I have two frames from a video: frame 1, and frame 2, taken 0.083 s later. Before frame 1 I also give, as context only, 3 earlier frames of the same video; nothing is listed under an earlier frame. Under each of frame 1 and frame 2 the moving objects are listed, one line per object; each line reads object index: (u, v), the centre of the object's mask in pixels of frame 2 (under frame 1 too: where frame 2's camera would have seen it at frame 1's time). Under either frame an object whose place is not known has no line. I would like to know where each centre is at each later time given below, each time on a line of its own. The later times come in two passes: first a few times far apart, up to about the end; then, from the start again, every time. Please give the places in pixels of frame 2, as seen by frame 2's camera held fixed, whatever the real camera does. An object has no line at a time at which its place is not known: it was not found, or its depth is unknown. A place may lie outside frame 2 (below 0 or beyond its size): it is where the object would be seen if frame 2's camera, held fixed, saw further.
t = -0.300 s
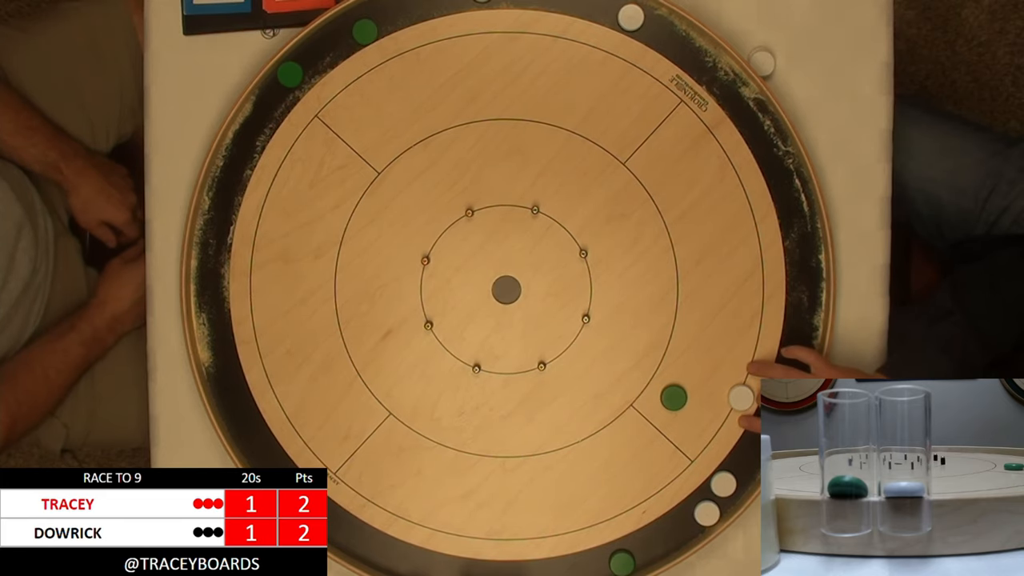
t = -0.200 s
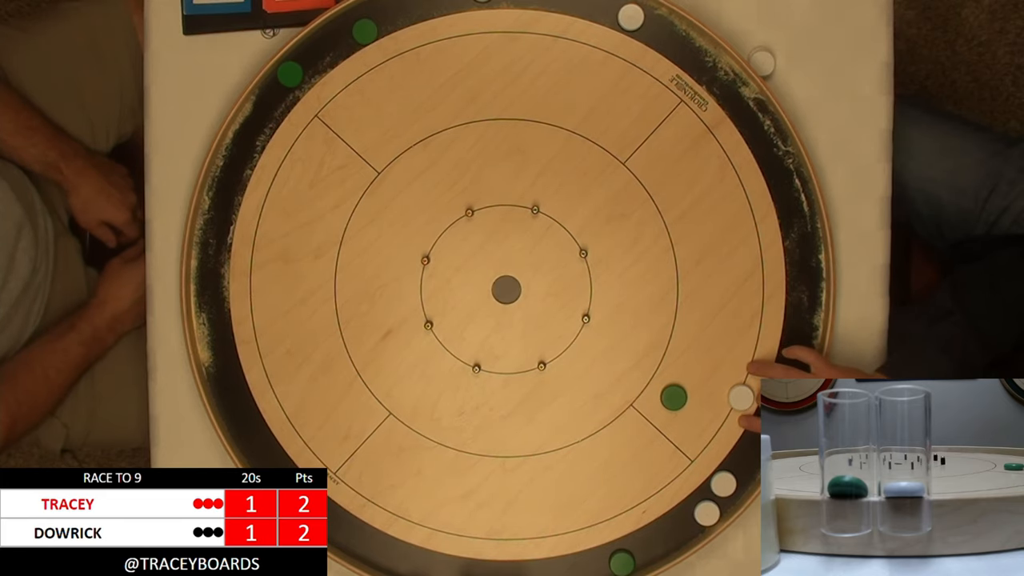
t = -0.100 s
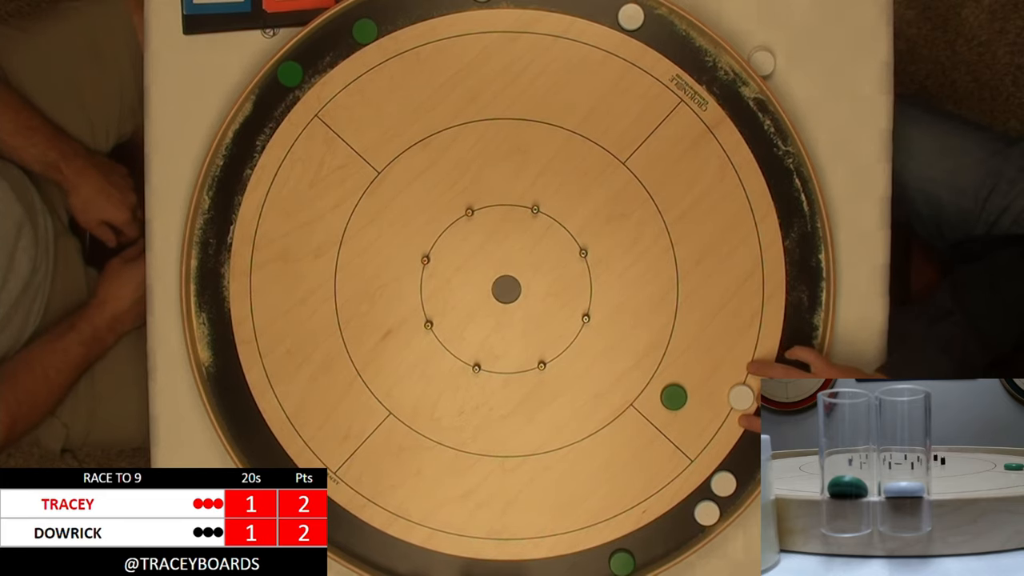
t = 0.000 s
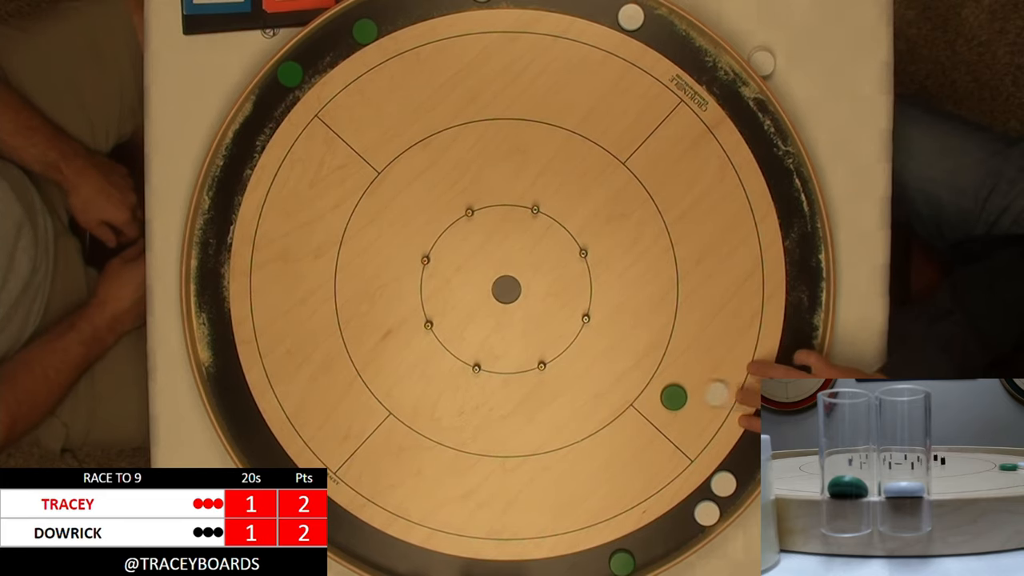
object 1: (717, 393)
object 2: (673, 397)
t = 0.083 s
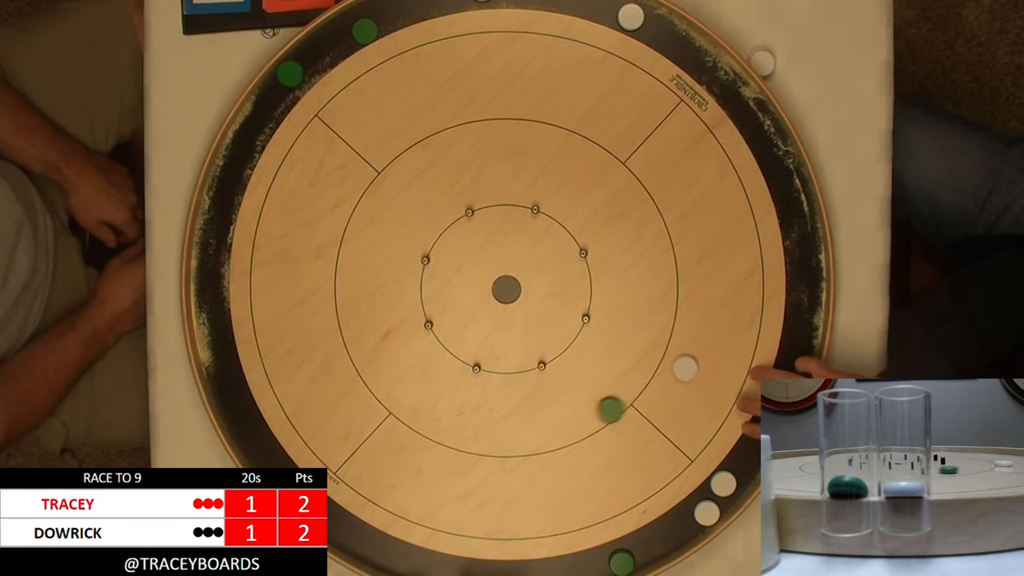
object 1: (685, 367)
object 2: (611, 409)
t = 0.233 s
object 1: (656, 325)
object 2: (485, 434)
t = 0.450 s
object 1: (626, 280)
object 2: (337, 464)
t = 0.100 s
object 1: (682, 363)
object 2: (595, 412)
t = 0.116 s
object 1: (678, 358)
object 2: (581, 415)
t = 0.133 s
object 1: (675, 353)
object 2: (567, 418)
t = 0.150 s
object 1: (671, 348)
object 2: (552, 420)
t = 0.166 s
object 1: (668, 343)
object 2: (538, 423)
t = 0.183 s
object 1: (665, 338)
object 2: (525, 426)
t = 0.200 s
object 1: (662, 334)
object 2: (511, 429)
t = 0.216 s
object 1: (659, 329)
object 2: (498, 431)
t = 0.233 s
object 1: (656, 325)
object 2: (485, 434)
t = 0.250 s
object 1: (653, 320)
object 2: (473, 437)
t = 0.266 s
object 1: (651, 316)
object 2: (460, 439)
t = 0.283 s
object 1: (648, 312)
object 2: (448, 442)
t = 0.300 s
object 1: (645, 308)
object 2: (436, 444)
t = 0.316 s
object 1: (643, 304)
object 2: (424, 447)
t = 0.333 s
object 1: (640, 301)
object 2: (412, 449)
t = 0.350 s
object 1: (638, 298)
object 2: (400, 451)
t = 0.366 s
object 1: (636, 294)
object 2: (389, 454)
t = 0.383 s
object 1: (633, 291)
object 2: (378, 456)
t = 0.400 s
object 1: (631, 288)
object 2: (367, 458)
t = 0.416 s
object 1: (629, 285)
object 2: (357, 460)
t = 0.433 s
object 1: (628, 283)
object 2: (346, 462)
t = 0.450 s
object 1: (626, 280)
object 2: (337, 464)
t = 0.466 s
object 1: (624, 278)
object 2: (328, 463)
